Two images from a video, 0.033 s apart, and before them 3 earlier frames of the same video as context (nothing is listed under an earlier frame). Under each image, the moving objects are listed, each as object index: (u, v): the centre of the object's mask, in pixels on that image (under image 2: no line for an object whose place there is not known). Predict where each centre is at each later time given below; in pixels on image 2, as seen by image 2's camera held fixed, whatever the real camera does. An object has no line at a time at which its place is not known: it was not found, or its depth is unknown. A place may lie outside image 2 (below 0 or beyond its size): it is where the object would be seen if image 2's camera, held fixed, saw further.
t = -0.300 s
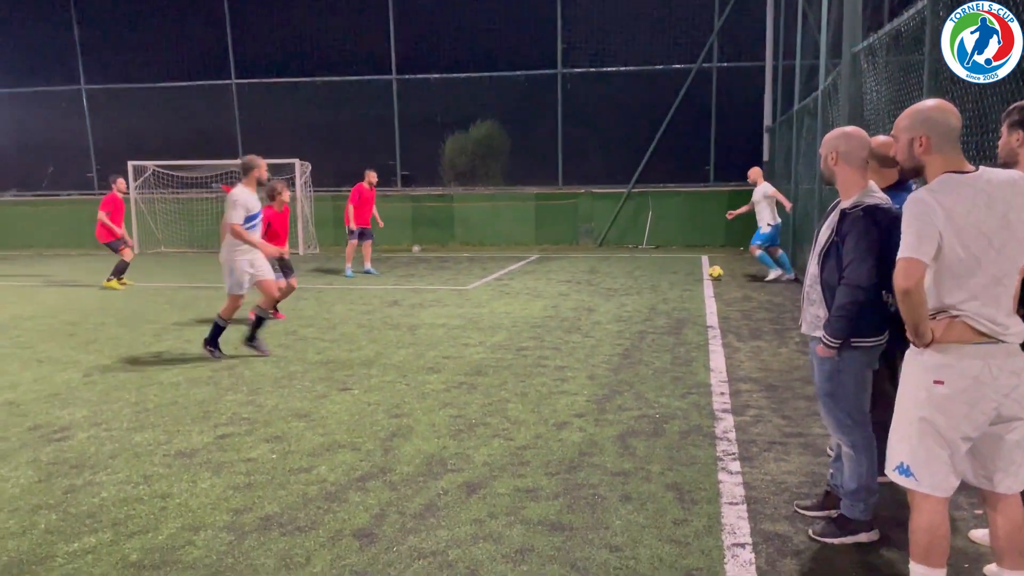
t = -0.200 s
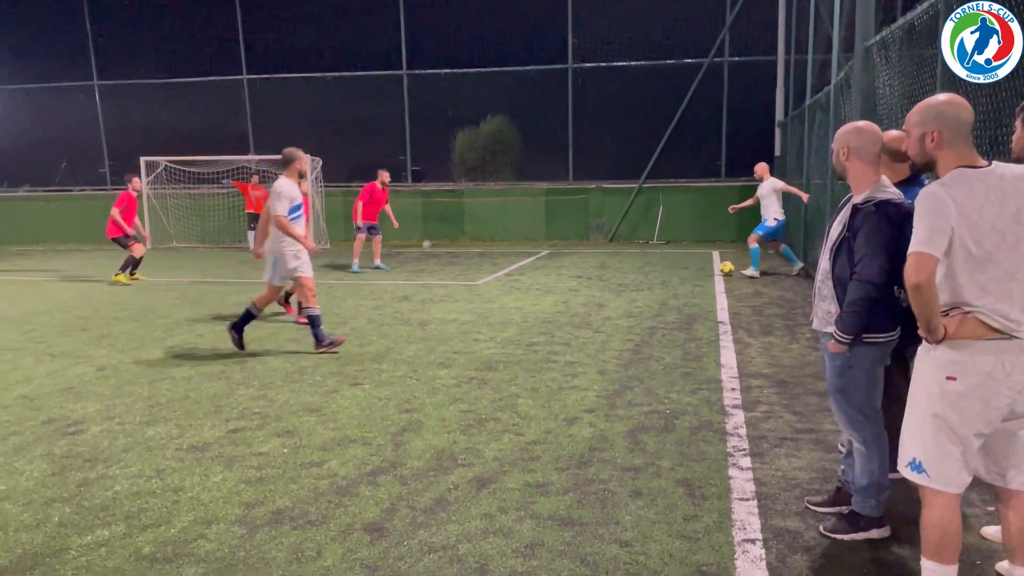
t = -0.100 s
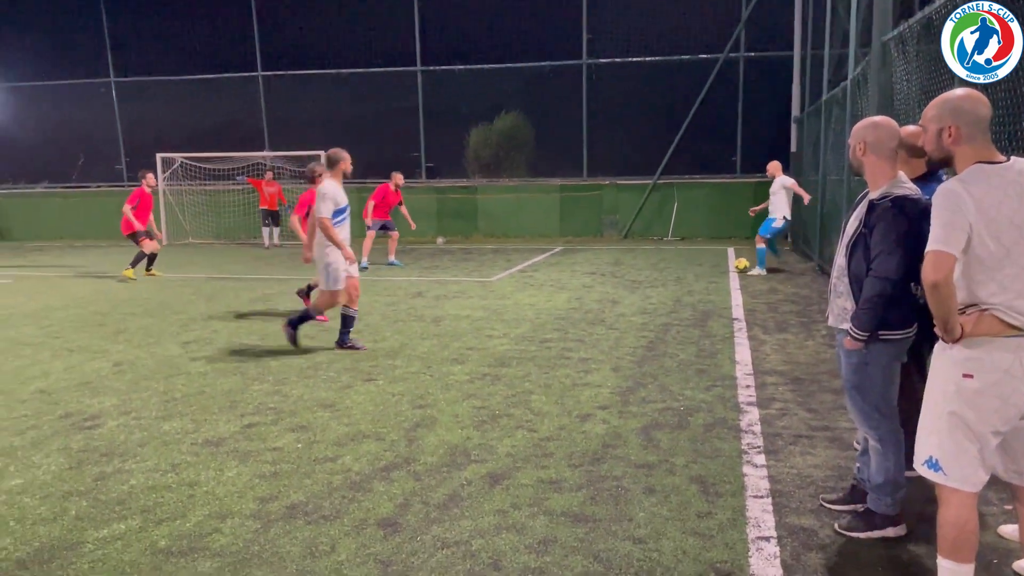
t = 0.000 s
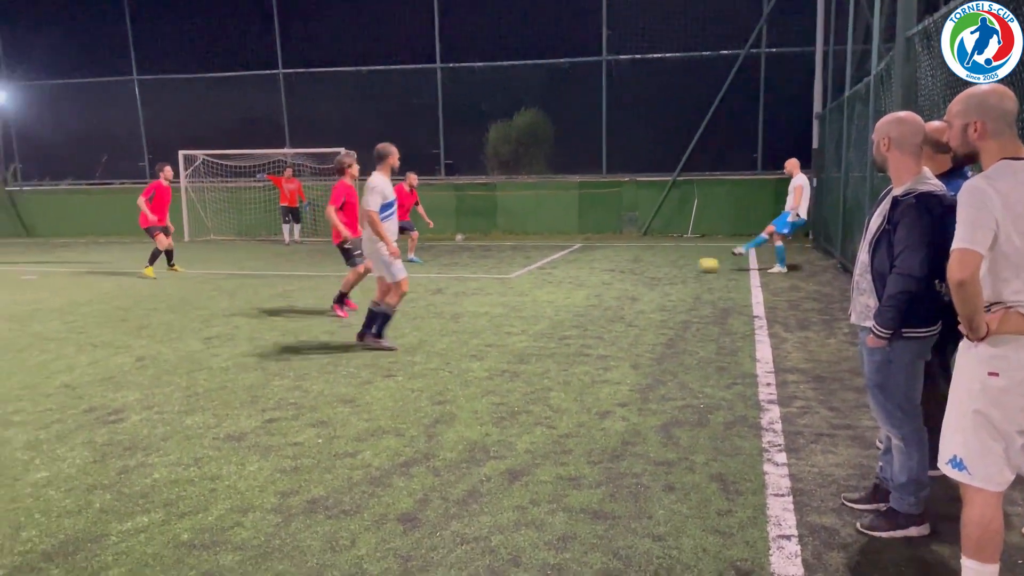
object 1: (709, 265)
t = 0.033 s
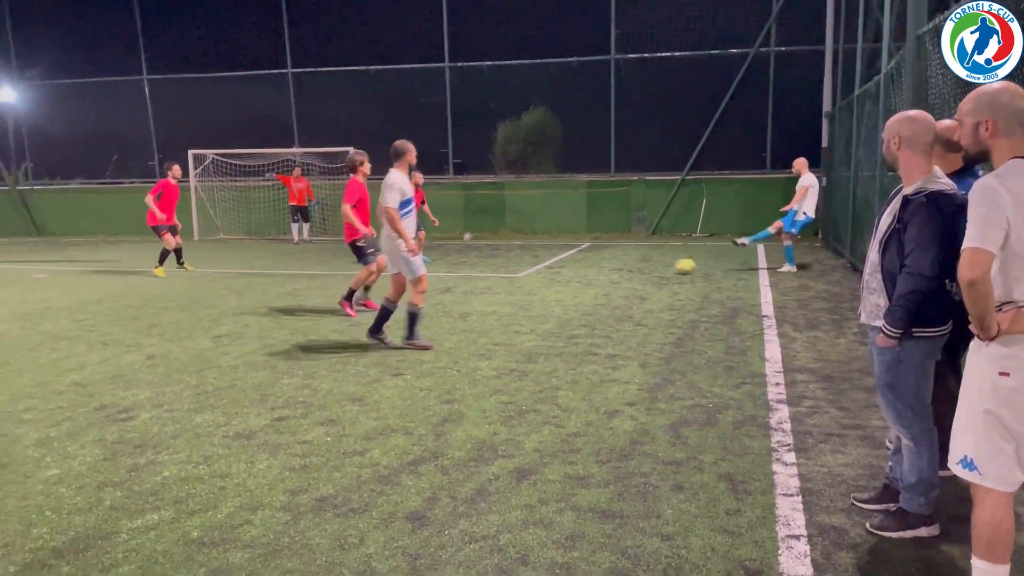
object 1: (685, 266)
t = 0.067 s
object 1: (653, 268)
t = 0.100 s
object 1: (622, 269)
